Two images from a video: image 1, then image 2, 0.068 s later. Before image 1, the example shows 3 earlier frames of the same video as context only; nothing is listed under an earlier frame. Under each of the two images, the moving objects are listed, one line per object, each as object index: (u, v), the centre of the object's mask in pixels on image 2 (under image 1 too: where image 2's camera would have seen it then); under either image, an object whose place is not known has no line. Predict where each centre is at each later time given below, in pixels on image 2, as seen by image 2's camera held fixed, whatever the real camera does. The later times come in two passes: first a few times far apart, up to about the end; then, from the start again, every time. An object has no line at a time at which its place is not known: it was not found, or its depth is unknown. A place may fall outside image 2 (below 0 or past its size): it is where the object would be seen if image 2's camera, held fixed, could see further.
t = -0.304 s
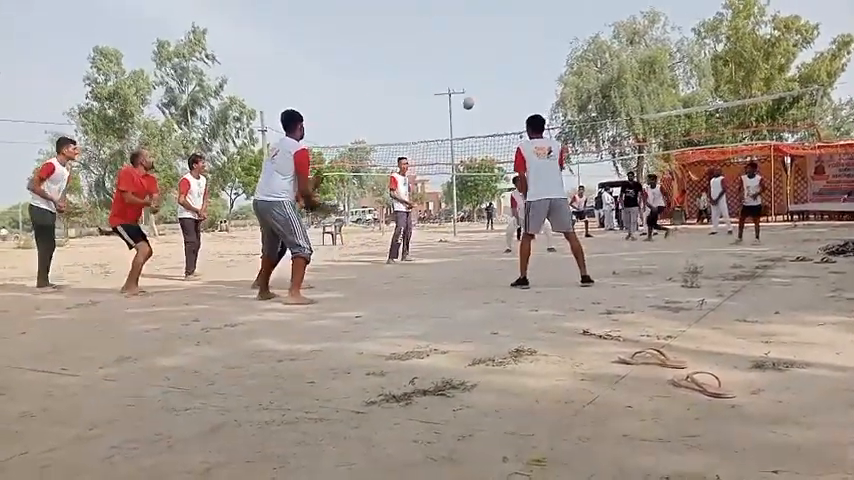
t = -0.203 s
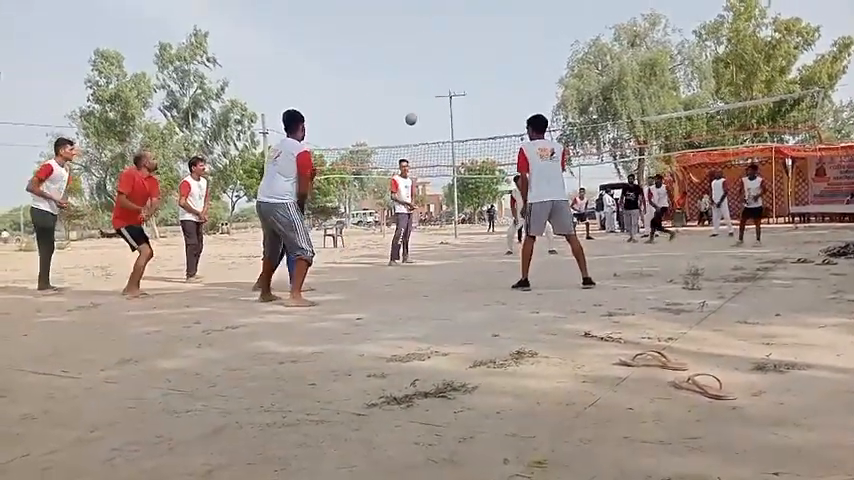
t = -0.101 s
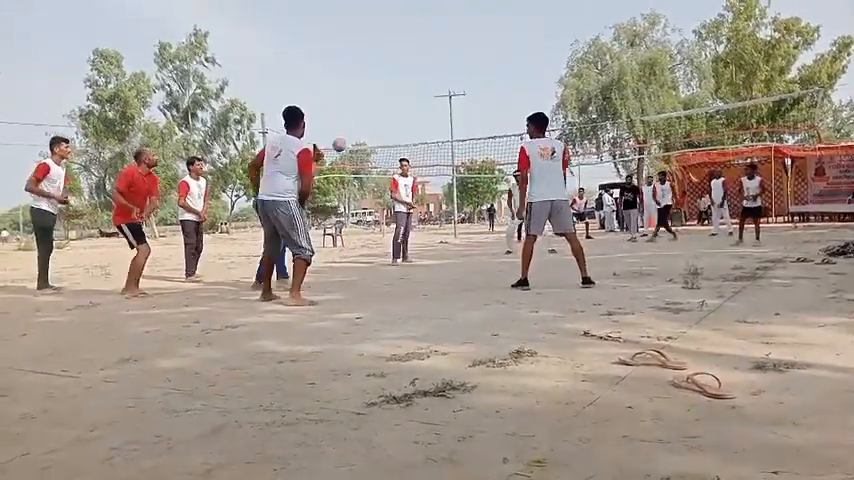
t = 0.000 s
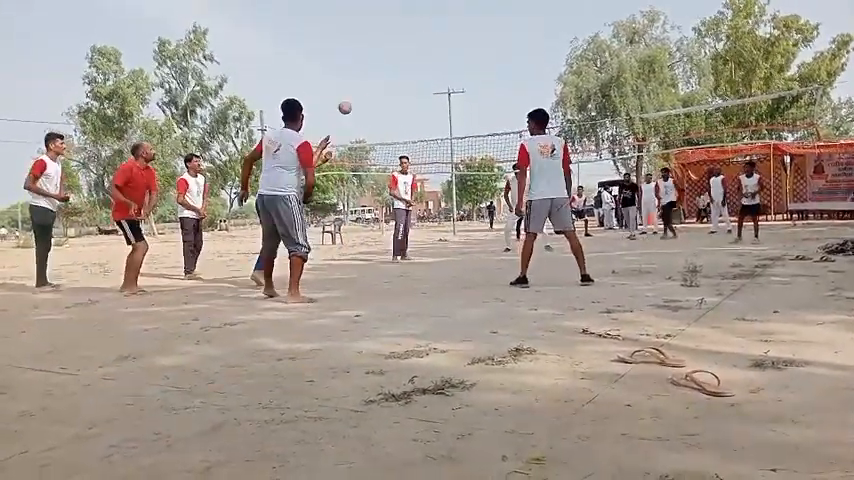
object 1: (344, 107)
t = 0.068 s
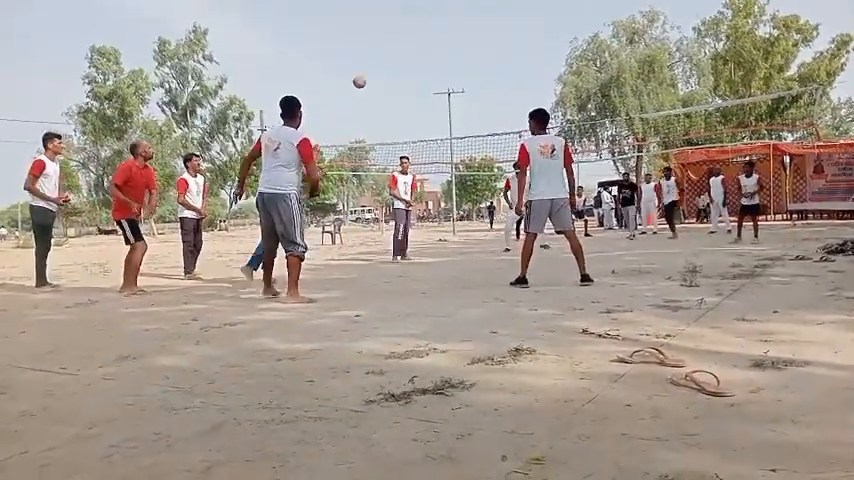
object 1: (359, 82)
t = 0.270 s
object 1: (393, 37)
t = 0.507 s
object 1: (423, 24)
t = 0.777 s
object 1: (446, 43)
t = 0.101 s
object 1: (365, 71)
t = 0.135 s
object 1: (372, 61)
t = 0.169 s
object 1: (378, 54)
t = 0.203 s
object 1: (384, 47)
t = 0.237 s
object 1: (388, 41)
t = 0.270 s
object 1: (393, 37)
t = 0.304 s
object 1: (398, 32)
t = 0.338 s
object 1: (403, 28)
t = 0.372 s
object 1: (407, 26)
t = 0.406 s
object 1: (411, 24)
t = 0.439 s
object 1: (415, 23)
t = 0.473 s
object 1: (419, 23)
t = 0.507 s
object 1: (423, 24)
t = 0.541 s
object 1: (426, 24)
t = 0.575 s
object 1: (429, 25)
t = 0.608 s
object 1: (432, 27)
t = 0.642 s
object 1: (436, 30)
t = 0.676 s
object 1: (438, 32)
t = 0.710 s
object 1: (441, 35)
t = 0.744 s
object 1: (443, 39)
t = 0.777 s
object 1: (446, 43)
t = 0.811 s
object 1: (449, 48)
